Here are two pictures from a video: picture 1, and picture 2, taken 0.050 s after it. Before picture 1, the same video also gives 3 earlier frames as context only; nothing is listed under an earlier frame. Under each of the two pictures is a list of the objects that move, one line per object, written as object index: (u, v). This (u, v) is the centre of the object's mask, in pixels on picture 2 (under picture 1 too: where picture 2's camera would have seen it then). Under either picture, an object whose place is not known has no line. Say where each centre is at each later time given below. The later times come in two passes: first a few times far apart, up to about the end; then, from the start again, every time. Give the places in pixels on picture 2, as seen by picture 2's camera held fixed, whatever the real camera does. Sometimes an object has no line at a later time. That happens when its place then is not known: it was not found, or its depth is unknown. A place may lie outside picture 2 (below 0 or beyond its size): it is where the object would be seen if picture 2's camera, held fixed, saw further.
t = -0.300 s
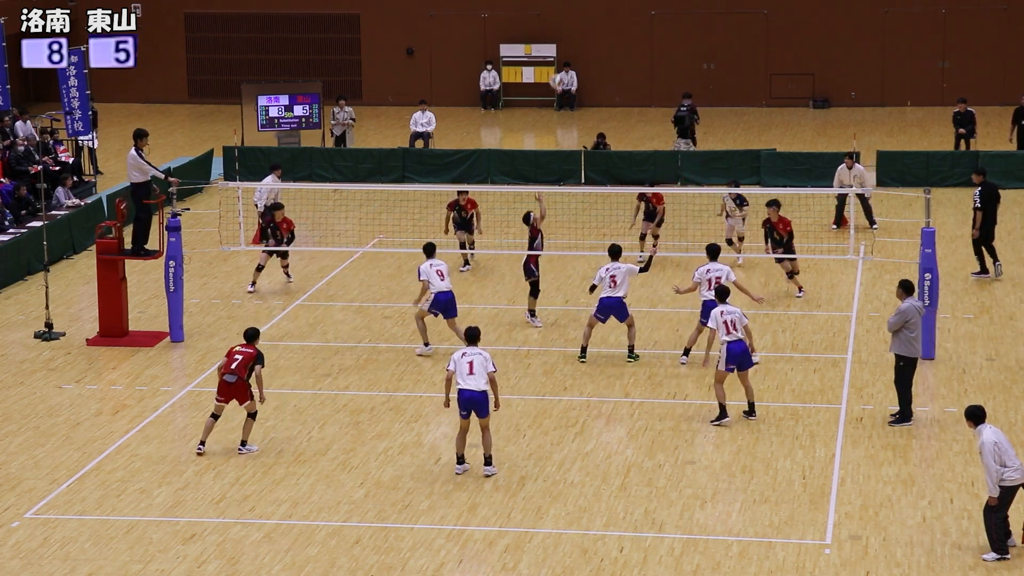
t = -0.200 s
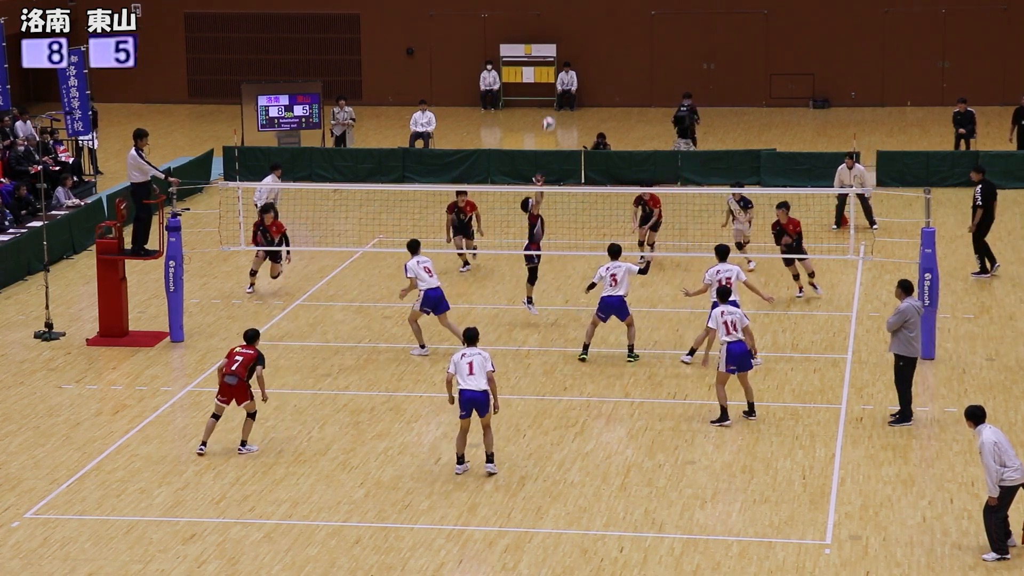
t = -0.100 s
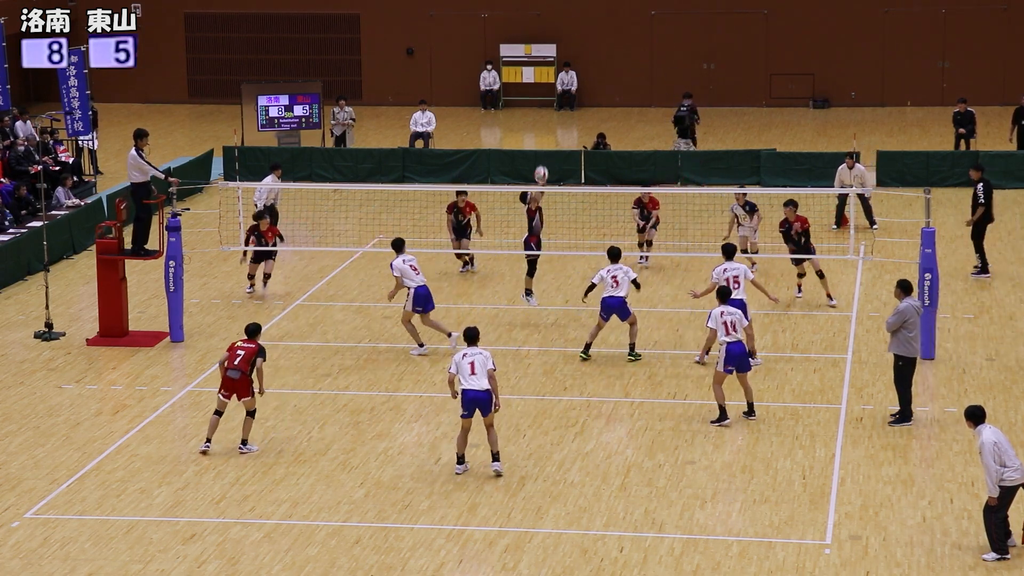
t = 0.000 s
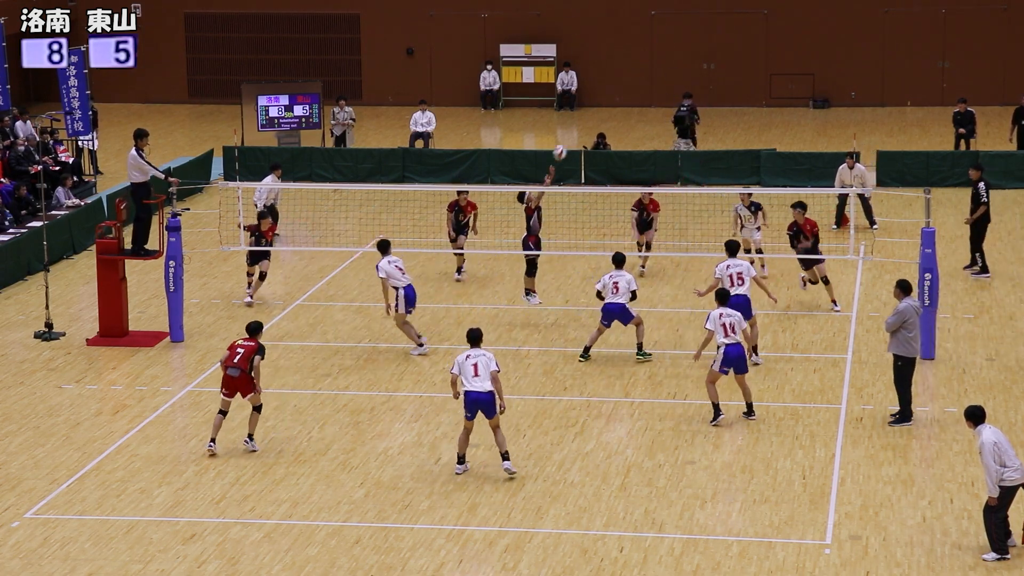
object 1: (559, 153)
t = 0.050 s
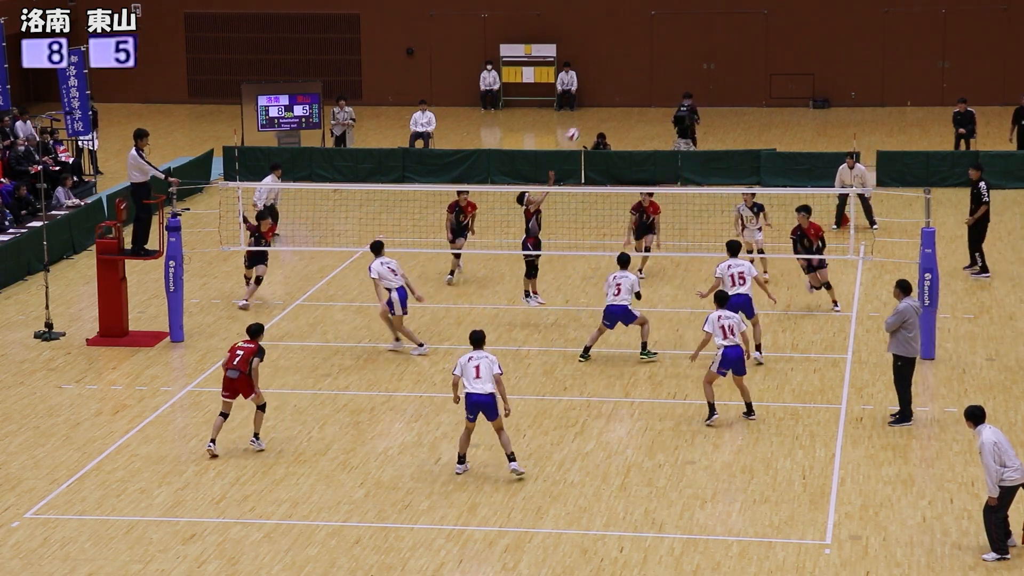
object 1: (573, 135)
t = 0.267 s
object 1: (628, 83)
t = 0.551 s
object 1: (700, 62)
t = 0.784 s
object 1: (757, 85)
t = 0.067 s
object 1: (577, 129)
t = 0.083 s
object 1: (581, 124)
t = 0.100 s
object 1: (586, 120)
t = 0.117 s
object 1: (590, 115)
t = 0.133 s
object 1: (594, 111)
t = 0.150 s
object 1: (598, 107)
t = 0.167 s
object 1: (603, 103)
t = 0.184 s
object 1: (607, 100)
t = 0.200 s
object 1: (611, 96)
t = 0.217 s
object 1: (615, 93)
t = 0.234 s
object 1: (620, 89)
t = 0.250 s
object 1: (624, 86)
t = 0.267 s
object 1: (628, 83)
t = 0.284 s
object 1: (633, 81)
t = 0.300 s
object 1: (637, 78)
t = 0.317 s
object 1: (641, 76)
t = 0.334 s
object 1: (645, 74)
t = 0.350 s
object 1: (650, 71)
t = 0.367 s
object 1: (654, 70)
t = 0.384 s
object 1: (658, 68)
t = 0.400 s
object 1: (662, 67)
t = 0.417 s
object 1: (666, 65)
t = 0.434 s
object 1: (670, 64)
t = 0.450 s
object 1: (675, 63)
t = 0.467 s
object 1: (679, 63)
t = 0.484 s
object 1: (683, 62)
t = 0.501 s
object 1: (687, 62)
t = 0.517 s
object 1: (691, 62)
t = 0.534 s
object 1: (695, 62)
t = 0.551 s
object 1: (700, 62)
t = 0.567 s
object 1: (704, 62)
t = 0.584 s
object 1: (708, 63)
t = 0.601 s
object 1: (712, 64)
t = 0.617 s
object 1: (716, 65)
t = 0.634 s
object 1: (720, 66)
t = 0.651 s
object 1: (725, 67)
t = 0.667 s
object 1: (729, 69)
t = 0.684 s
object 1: (733, 70)
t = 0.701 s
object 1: (737, 72)
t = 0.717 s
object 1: (741, 75)
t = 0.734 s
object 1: (745, 77)
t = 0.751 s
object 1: (749, 79)
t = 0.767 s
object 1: (753, 82)
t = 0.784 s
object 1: (757, 85)
